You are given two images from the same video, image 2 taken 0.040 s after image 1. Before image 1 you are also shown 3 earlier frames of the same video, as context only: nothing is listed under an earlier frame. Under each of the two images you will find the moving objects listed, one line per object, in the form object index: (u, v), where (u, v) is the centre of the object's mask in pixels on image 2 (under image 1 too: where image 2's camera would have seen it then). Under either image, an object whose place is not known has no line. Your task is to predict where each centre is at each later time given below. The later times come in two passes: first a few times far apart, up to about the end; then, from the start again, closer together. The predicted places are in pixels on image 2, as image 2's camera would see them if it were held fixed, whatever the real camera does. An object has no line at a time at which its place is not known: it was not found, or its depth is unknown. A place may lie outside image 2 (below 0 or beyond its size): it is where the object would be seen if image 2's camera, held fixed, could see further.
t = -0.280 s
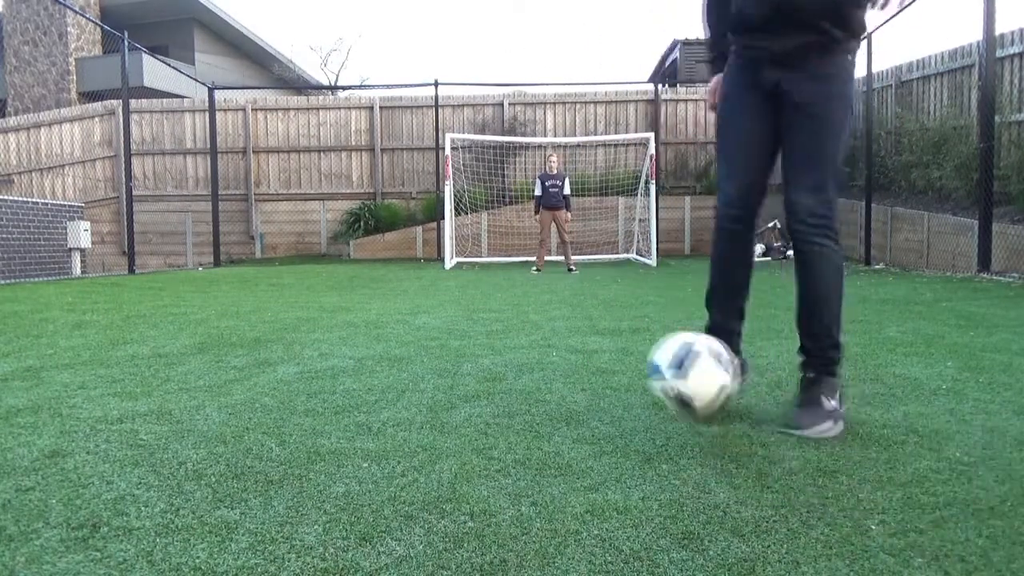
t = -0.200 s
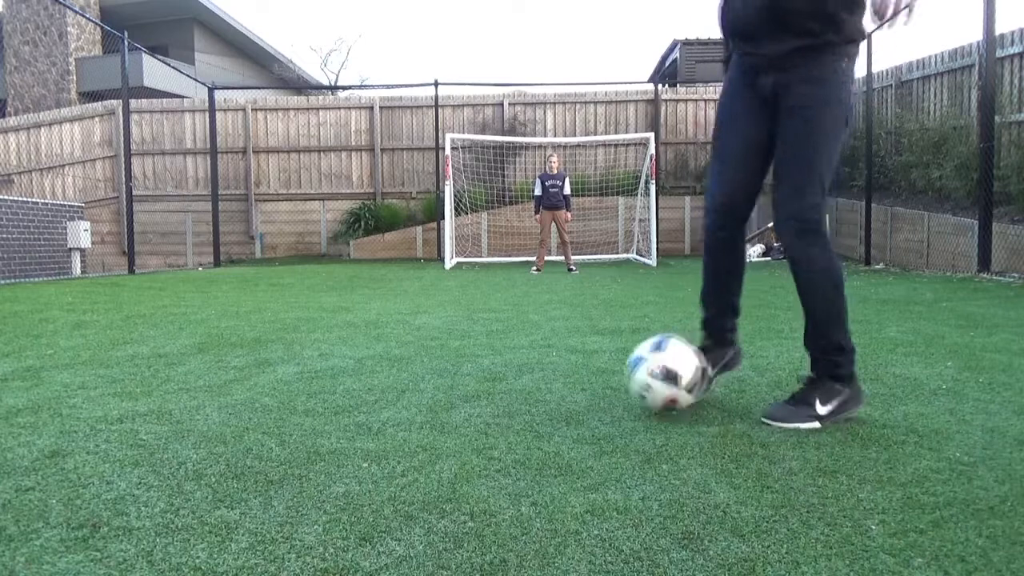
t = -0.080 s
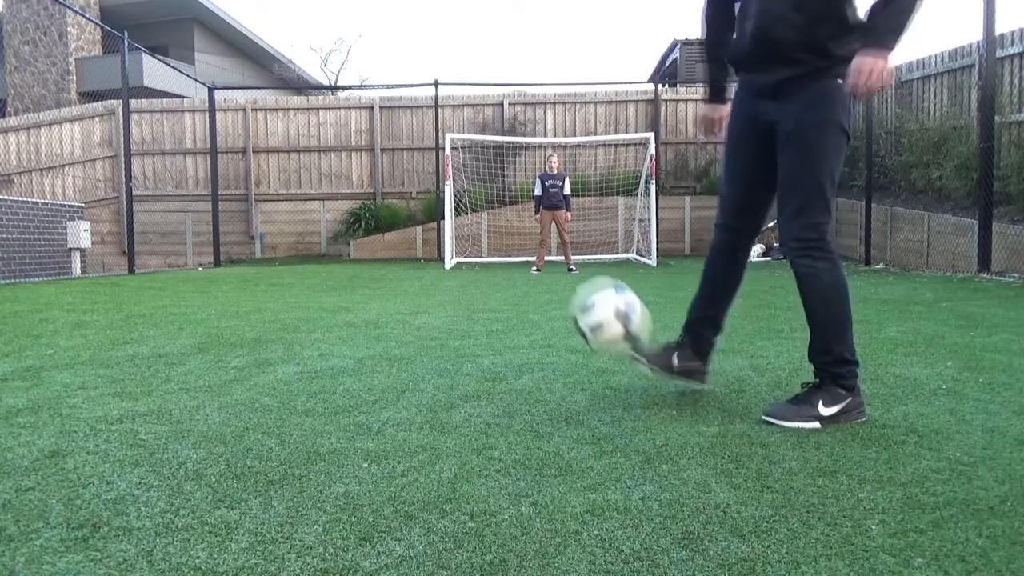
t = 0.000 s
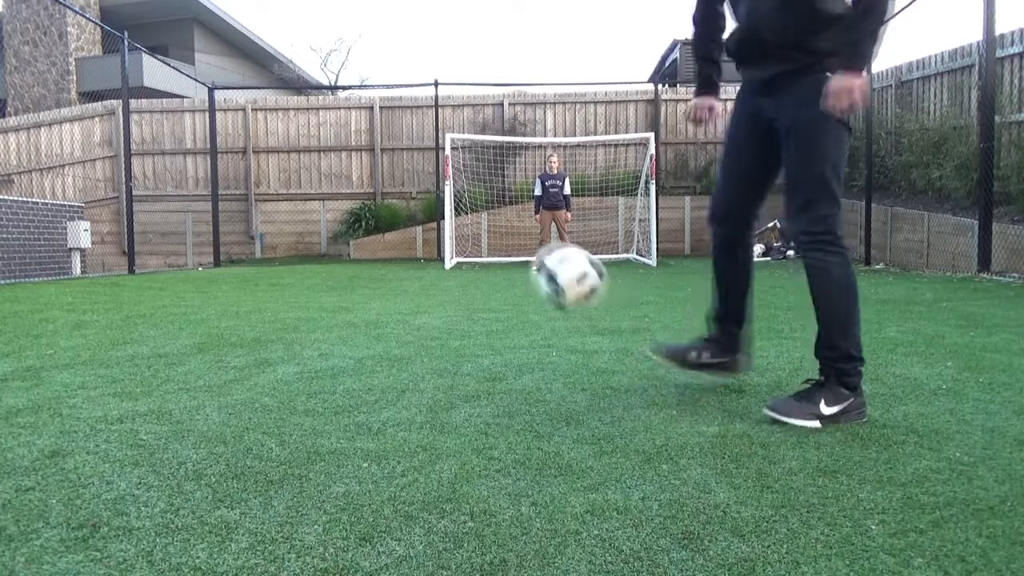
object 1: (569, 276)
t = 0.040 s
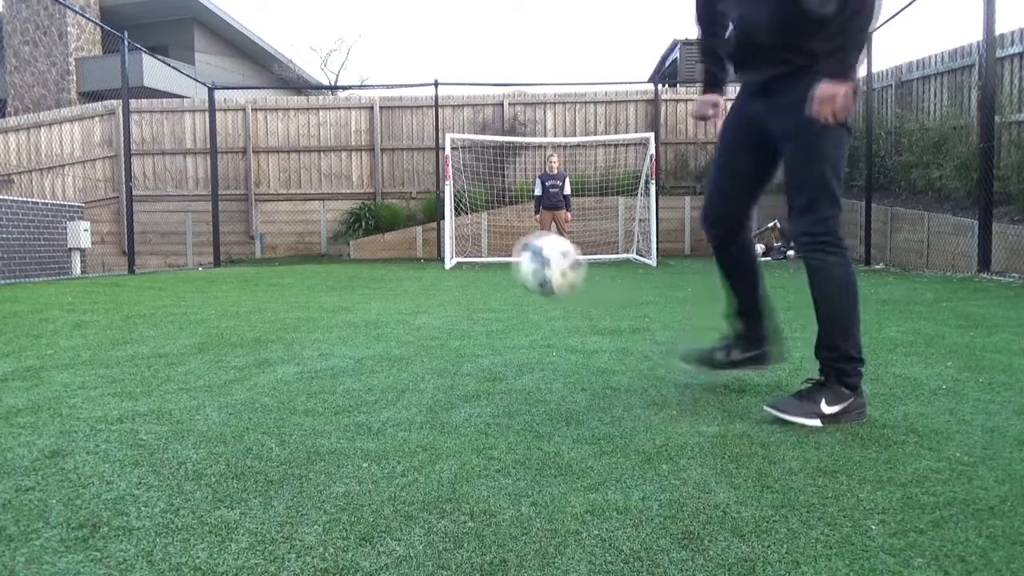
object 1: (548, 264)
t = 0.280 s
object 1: (446, 284)
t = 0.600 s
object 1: (375, 286)
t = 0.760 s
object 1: (355, 301)
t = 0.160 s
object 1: (495, 256)
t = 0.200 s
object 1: (478, 261)
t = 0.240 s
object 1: (462, 269)
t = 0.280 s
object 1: (446, 284)
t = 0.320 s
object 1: (432, 301)
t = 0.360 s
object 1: (418, 322)
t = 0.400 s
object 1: (405, 342)
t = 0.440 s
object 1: (398, 327)
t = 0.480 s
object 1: (392, 309)
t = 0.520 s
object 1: (386, 298)
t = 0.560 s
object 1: (380, 291)
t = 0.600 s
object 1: (375, 286)
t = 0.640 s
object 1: (370, 285)
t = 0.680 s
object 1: (365, 287)
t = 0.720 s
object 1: (359, 292)
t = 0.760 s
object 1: (355, 301)
